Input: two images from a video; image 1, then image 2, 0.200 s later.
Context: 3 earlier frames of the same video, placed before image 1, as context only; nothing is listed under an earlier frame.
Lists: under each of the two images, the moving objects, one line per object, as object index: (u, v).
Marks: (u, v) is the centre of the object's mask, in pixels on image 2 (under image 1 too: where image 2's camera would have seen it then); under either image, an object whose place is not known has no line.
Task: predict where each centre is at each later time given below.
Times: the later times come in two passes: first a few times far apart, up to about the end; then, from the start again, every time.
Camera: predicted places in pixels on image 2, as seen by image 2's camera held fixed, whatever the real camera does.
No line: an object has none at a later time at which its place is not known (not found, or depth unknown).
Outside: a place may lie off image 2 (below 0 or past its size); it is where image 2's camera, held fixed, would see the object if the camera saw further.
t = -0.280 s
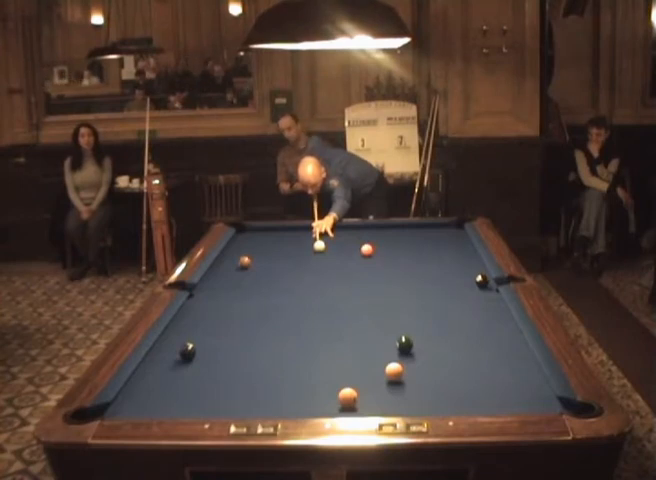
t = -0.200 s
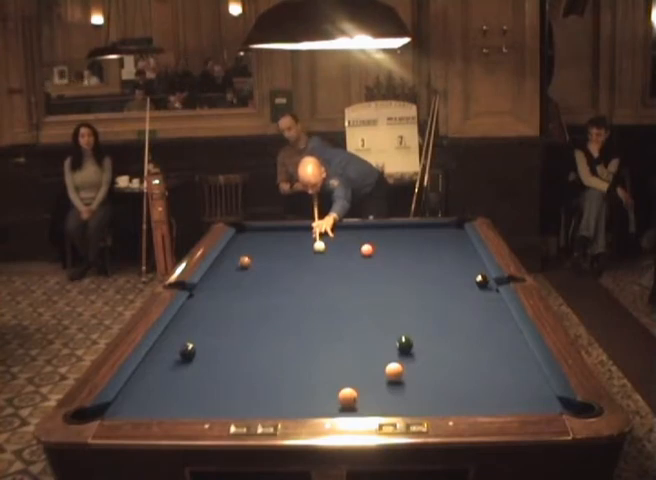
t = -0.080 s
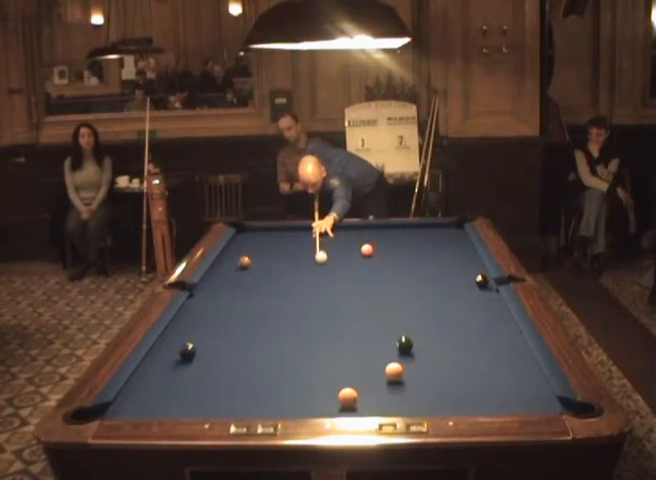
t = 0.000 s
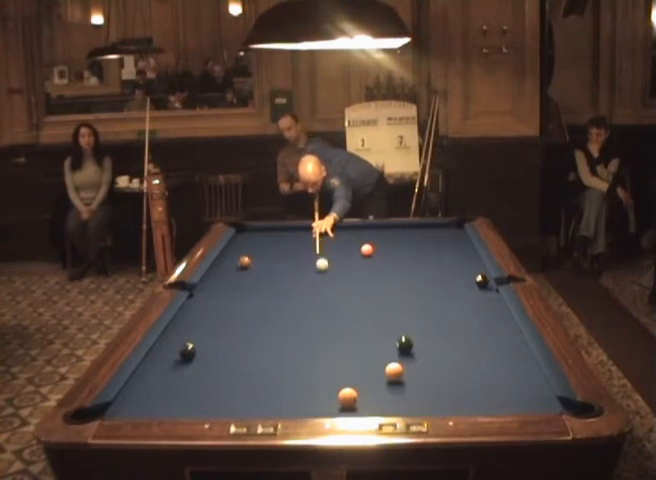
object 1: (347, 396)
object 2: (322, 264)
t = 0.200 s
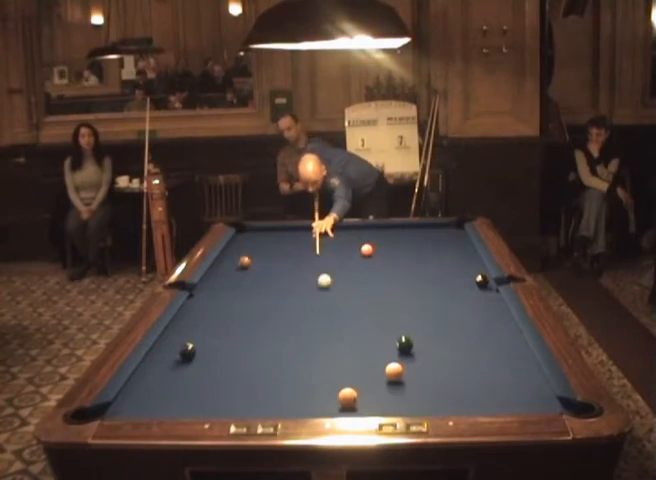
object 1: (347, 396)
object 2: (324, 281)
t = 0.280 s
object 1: (347, 396)
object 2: (324, 287)
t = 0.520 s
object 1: (347, 396)
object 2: (327, 306)
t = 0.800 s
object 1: (347, 396)
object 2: (329, 332)
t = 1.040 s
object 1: (347, 396)
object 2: (332, 358)
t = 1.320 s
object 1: (354, 399)
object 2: (330, 392)
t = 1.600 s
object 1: (384, 402)
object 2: (293, 406)
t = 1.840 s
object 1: (401, 396)
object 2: (266, 401)
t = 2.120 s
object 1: (419, 389)
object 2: (237, 391)
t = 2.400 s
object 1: (436, 382)
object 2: (211, 383)
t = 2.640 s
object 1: (448, 377)
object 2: (190, 376)
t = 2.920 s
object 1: (462, 372)
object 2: (168, 369)
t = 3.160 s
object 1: (472, 368)
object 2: (151, 364)
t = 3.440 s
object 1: (483, 364)
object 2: (159, 359)
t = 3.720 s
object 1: (492, 360)
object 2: (172, 356)
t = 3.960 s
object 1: (499, 358)
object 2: (174, 355)
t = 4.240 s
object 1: (506, 356)
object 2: (174, 356)
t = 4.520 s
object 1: (511, 354)
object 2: (173, 356)
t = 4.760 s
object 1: (516, 353)
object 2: (173, 355)
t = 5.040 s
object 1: (519, 352)
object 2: (173, 356)
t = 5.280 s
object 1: (521, 352)
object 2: (173, 356)
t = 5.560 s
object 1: (523, 352)
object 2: (173, 356)
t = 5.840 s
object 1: (523, 352)
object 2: (173, 356)
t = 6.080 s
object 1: (523, 352)
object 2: (173, 356)
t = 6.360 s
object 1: (523, 352)
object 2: (173, 356)
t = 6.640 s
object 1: (523, 352)
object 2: (173, 356)
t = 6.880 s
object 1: (523, 352)
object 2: (173, 356)
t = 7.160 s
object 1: (523, 352)
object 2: (173, 356)
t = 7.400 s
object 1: (523, 352)
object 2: (173, 356)
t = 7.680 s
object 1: (523, 352)
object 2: (173, 356)
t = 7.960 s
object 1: (523, 352)
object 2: (173, 356)
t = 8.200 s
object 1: (523, 352)
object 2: (173, 356)
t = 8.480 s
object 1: (523, 352)
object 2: (173, 356)
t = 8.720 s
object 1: (523, 352)
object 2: (173, 356)
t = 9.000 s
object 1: (523, 352)
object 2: (173, 356)
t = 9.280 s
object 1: (523, 352)
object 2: (173, 356)
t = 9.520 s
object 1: (523, 352)
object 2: (173, 356)
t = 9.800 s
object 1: (523, 352)
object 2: (173, 356)
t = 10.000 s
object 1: (523, 352)
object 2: (173, 356)
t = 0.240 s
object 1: (347, 396)
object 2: (324, 284)
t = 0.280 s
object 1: (347, 396)
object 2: (324, 287)
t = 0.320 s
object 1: (347, 396)
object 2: (325, 290)
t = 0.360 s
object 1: (347, 396)
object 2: (325, 292)
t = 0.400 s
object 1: (347, 396)
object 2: (325, 296)
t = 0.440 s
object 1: (347, 396)
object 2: (326, 299)
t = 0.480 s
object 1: (347, 396)
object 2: (326, 302)
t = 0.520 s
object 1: (347, 396)
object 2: (327, 306)
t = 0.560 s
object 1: (347, 396)
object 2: (327, 309)
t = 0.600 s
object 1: (347, 396)
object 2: (327, 313)
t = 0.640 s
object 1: (347, 396)
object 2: (328, 316)
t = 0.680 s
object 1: (347, 396)
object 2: (328, 320)
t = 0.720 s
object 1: (347, 396)
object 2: (329, 324)
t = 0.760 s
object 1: (347, 396)
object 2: (329, 328)
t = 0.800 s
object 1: (347, 396)
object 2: (329, 332)
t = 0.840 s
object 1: (347, 396)
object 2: (330, 336)
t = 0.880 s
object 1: (347, 396)
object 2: (330, 340)
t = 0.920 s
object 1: (347, 396)
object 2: (331, 344)
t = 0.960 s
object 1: (347, 396)
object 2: (331, 349)
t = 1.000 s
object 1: (347, 396)
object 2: (332, 354)
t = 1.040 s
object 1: (347, 396)
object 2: (332, 358)
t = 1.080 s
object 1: (347, 396)
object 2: (333, 363)
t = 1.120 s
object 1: (347, 396)
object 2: (333, 369)
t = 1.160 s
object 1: (347, 396)
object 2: (334, 373)
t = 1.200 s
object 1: (347, 396)
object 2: (335, 379)
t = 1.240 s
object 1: (347, 396)
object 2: (335, 384)
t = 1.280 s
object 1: (348, 396)
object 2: (334, 389)
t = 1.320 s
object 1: (354, 399)
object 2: (330, 392)
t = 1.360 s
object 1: (360, 401)
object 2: (324, 395)
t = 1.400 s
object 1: (365, 403)
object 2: (319, 398)
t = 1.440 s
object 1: (370, 406)
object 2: (314, 400)
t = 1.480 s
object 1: (374, 405)
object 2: (309, 403)
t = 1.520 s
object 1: (377, 404)
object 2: (304, 405)
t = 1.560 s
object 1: (380, 403)
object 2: (298, 407)
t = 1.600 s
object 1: (384, 402)
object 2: (293, 406)
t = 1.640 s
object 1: (387, 401)
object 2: (289, 405)
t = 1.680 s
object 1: (389, 400)
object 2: (284, 404)
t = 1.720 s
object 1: (392, 399)
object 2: (280, 403)
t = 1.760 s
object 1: (395, 398)
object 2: (275, 402)
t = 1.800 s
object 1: (399, 397)
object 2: (271, 402)
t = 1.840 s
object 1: (401, 396)
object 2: (266, 401)
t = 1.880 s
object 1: (404, 395)
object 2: (262, 400)
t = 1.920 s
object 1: (407, 394)
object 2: (257, 398)
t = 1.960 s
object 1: (410, 393)
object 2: (253, 397)
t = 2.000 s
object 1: (412, 392)
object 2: (249, 395)
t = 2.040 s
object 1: (415, 391)
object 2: (245, 393)
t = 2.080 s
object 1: (417, 390)
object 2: (241, 392)
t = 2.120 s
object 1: (419, 389)
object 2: (237, 391)
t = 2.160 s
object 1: (422, 388)
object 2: (233, 390)
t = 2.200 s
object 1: (425, 387)
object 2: (229, 388)
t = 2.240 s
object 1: (427, 386)
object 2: (226, 387)
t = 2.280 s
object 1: (429, 385)
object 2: (222, 386)
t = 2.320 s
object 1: (431, 384)
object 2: (218, 385)
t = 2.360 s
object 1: (434, 383)
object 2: (214, 384)
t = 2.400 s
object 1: (436, 382)
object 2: (211, 383)
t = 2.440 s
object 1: (438, 382)
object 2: (207, 382)
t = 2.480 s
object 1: (440, 381)
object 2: (204, 381)
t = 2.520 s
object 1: (442, 380)
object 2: (200, 379)
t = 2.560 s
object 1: (444, 379)
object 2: (197, 379)
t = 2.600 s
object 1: (447, 378)
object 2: (194, 377)
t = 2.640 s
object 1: (448, 377)
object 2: (190, 376)
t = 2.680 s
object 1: (450, 376)
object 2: (187, 376)
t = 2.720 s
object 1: (452, 376)
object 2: (184, 374)
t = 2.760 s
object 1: (454, 375)
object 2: (181, 373)
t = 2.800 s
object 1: (456, 374)
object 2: (178, 372)
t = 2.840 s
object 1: (458, 373)
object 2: (174, 371)
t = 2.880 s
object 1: (460, 373)
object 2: (171, 371)
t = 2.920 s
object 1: (462, 372)
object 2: (168, 369)
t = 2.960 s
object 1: (464, 371)
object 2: (166, 369)
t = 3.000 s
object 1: (466, 371)
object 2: (163, 367)
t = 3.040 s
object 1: (467, 370)
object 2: (160, 367)
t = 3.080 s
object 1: (468, 369)
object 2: (157, 366)
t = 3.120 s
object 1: (470, 368)
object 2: (154, 365)
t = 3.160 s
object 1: (472, 368)
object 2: (151, 364)
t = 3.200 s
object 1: (473, 367)
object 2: (149, 363)
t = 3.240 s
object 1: (475, 367)
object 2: (149, 363)
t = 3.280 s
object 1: (477, 366)
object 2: (151, 362)
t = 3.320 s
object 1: (478, 365)
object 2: (153, 361)
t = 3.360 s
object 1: (480, 365)
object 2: (155, 361)
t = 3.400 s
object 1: (481, 364)
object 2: (157, 360)
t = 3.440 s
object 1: (483, 364)
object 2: (159, 359)
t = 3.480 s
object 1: (484, 363)
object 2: (161, 359)
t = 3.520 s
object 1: (485, 363)
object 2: (163, 358)
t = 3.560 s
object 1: (487, 362)
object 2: (165, 358)
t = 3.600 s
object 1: (488, 362)
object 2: (167, 357)
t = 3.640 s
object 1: (489, 361)
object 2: (169, 357)
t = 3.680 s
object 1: (490, 361)
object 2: (170, 356)
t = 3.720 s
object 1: (492, 360)
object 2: (172, 356)
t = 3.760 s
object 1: (493, 360)
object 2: (172, 356)
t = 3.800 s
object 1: (494, 360)
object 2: (173, 356)
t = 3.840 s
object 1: (495, 359)
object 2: (173, 356)
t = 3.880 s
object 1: (497, 359)
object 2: (173, 356)
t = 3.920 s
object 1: (498, 358)
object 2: (174, 356)
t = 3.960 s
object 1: (499, 358)
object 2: (174, 355)
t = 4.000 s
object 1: (500, 358)
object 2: (174, 355)
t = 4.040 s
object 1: (501, 357)
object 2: (174, 355)
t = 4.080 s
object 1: (502, 357)
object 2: (174, 355)
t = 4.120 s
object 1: (503, 356)
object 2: (174, 355)
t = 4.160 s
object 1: (504, 356)
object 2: (174, 356)
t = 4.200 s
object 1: (505, 356)
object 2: (174, 356)
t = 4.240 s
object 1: (506, 356)
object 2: (174, 356)
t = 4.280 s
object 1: (507, 355)
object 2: (173, 356)
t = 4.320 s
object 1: (507, 355)
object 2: (173, 356)
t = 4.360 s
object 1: (508, 355)
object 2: (173, 356)
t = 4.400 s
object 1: (509, 355)
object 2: (173, 356)
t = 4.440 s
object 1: (510, 354)
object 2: (173, 356)
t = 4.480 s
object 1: (511, 354)
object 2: (173, 356)
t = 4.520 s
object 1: (511, 354)
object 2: (173, 356)
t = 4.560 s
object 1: (512, 354)
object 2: (173, 356)
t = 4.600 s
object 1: (513, 354)
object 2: (173, 356)
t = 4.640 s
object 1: (514, 353)
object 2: (173, 356)
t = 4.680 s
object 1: (514, 353)
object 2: (173, 356)
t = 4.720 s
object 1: (515, 353)
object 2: (173, 355)
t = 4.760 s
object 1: (516, 353)
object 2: (173, 355)
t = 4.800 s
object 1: (516, 353)
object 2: (173, 355)
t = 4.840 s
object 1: (517, 353)
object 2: (173, 356)
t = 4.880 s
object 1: (517, 353)
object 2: (173, 356)
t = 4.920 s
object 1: (518, 353)
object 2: (173, 355)
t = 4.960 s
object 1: (518, 353)
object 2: (173, 355)
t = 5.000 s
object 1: (519, 353)
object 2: (173, 356)
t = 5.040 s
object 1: (519, 352)
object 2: (173, 356)
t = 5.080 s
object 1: (520, 352)
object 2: (173, 356)
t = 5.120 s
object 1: (520, 352)
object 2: (173, 356)
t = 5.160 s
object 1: (520, 352)
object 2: (173, 356)
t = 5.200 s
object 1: (521, 352)
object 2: (173, 356)
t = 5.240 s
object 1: (521, 352)
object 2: (173, 356)
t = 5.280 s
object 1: (521, 352)
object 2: (173, 356)
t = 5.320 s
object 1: (521, 352)
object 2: (173, 356)
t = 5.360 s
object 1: (522, 352)
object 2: (173, 356)
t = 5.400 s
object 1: (522, 352)
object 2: (173, 356)
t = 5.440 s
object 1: (522, 352)
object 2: (173, 356)
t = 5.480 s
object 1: (523, 352)
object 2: (173, 356)
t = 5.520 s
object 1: (523, 352)
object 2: (173, 355)
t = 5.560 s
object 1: (523, 352)
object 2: (173, 356)
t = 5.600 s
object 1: (523, 352)
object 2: (173, 356)
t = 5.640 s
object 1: (523, 352)
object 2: (173, 356)
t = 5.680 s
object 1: (523, 352)
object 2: (173, 355)
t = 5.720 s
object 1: (523, 352)
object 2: (173, 356)
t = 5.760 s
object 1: (523, 352)
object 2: (173, 356)
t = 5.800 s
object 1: (523, 352)
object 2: (173, 355)
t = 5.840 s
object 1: (523, 352)
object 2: (173, 356)
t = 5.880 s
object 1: (523, 352)
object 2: (173, 356)
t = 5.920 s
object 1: (523, 352)
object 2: (173, 355)
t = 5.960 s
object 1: (523, 352)
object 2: (173, 356)
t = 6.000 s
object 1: (523, 352)
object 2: (173, 356)
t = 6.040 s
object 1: (523, 352)
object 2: (173, 356)
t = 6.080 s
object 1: (523, 352)
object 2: (173, 356)
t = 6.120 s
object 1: (523, 352)
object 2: (173, 356)
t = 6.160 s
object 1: (523, 352)
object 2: (173, 356)
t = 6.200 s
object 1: (523, 352)
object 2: (173, 356)
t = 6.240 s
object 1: (523, 352)
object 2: (173, 356)
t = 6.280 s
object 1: (523, 352)
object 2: (173, 356)
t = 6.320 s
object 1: (523, 352)
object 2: (173, 356)
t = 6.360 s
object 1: (523, 352)
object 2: (173, 356)
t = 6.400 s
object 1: (523, 352)
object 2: (173, 356)
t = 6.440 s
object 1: (523, 352)
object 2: (173, 356)
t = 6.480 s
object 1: (523, 352)
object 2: (173, 356)
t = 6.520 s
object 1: (523, 352)
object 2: (173, 356)
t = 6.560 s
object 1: (523, 352)
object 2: (173, 356)
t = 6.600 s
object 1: (523, 352)
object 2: (173, 356)
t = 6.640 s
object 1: (523, 352)
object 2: (173, 356)
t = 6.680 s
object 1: (523, 352)
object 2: (173, 356)
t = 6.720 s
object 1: (523, 352)
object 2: (173, 356)
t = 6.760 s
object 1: (523, 352)
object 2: (173, 356)
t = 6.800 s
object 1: (523, 352)
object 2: (173, 356)
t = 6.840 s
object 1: (523, 352)
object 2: (173, 356)
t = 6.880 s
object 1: (523, 352)
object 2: (173, 356)
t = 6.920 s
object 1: (523, 352)
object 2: (173, 356)
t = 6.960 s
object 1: (523, 352)
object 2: (173, 356)
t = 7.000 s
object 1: (523, 352)
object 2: (173, 356)
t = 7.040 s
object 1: (523, 352)
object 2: (173, 356)
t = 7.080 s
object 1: (523, 352)
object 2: (173, 356)
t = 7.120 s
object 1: (523, 352)
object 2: (173, 356)
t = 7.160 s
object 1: (523, 352)
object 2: (173, 356)
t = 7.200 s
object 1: (523, 352)
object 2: (173, 356)
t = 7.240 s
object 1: (523, 352)
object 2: (173, 356)
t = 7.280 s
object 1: (523, 352)
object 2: (173, 356)
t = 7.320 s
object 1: (523, 352)
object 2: (173, 356)
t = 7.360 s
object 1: (523, 352)
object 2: (173, 356)
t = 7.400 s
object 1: (523, 352)
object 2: (173, 356)
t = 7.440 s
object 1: (523, 352)
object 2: (173, 356)
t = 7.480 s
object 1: (523, 352)
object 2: (173, 356)
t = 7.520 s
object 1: (523, 352)
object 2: (173, 356)
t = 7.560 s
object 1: (523, 352)
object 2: (173, 356)
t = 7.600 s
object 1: (523, 352)
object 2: (173, 356)
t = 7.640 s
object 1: (523, 352)
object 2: (173, 356)
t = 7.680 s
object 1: (523, 352)
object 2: (173, 356)
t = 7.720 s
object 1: (523, 352)
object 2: (173, 356)
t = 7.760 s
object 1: (523, 352)
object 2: (173, 356)
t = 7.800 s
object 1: (523, 352)
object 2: (173, 356)
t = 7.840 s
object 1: (523, 352)
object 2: (173, 356)
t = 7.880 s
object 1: (523, 352)
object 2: (173, 356)
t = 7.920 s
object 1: (523, 352)
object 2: (173, 356)
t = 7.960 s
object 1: (523, 352)
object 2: (173, 356)
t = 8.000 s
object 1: (523, 352)
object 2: (173, 356)
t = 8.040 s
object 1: (523, 352)
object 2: (173, 356)
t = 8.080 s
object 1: (523, 352)
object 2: (173, 356)
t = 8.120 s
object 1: (523, 352)
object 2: (173, 356)
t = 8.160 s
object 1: (523, 352)
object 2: (173, 356)
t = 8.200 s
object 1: (523, 352)
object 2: (173, 356)
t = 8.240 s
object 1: (523, 352)
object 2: (173, 356)
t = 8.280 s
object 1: (523, 352)
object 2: (173, 356)
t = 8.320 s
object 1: (523, 352)
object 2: (173, 356)
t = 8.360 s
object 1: (523, 352)
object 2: (173, 356)
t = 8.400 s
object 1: (523, 352)
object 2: (173, 356)
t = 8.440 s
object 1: (523, 352)
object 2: (173, 356)
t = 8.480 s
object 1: (523, 352)
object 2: (173, 356)
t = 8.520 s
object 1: (523, 352)
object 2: (173, 356)
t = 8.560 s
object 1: (523, 352)
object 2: (173, 356)
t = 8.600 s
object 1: (523, 352)
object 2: (173, 356)
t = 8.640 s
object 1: (523, 352)
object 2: (173, 356)
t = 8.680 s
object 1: (523, 352)
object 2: (173, 356)
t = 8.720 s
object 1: (523, 352)
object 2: (173, 356)
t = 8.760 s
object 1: (523, 352)
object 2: (173, 356)
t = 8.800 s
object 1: (523, 352)
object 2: (173, 356)
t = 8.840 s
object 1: (523, 352)
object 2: (173, 356)
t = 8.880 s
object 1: (523, 352)
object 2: (173, 356)
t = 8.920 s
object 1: (523, 352)
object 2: (173, 356)
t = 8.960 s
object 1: (523, 352)
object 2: (173, 356)
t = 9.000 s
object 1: (523, 352)
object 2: (173, 356)
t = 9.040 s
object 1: (523, 352)
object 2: (173, 356)
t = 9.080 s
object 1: (523, 352)
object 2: (173, 356)
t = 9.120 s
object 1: (523, 352)
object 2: (173, 356)
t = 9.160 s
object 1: (523, 352)
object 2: (173, 356)
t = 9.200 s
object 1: (523, 352)
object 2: (173, 356)
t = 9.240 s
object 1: (523, 352)
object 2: (173, 356)
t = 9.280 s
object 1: (523, 352)
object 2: (173, 356)
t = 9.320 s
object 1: (523, 352)
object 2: (173, 356)
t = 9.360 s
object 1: (523, 352)
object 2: (173, 356)
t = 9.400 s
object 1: (523, 352)
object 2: (173, 356)
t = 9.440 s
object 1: (523, 352)
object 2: (173, 356)
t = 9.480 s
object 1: (523, 352)
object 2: (173, 356)
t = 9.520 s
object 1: (523, 352)
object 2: (173, 356)
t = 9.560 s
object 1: (523, 352)
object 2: (173, 356)
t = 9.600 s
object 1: (523, 352)
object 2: (173, 356)
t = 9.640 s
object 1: (523, 352)
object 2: (173, 356)
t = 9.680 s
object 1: (523, 352)
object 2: (173, 356)
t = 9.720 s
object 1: (523, 352)
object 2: (173, 356)
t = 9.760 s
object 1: (523, 352)
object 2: (173, 356)
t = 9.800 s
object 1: (523, 352)
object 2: (173, 356)
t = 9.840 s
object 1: (523, 352)
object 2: (173, 356)
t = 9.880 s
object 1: (523, 352)
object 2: (173, 356)
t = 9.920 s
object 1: (523, 352)
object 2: (173, 356)
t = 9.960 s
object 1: (523, 352)
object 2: (173, 356)
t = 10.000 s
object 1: (523, 352)
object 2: (173, 356)
